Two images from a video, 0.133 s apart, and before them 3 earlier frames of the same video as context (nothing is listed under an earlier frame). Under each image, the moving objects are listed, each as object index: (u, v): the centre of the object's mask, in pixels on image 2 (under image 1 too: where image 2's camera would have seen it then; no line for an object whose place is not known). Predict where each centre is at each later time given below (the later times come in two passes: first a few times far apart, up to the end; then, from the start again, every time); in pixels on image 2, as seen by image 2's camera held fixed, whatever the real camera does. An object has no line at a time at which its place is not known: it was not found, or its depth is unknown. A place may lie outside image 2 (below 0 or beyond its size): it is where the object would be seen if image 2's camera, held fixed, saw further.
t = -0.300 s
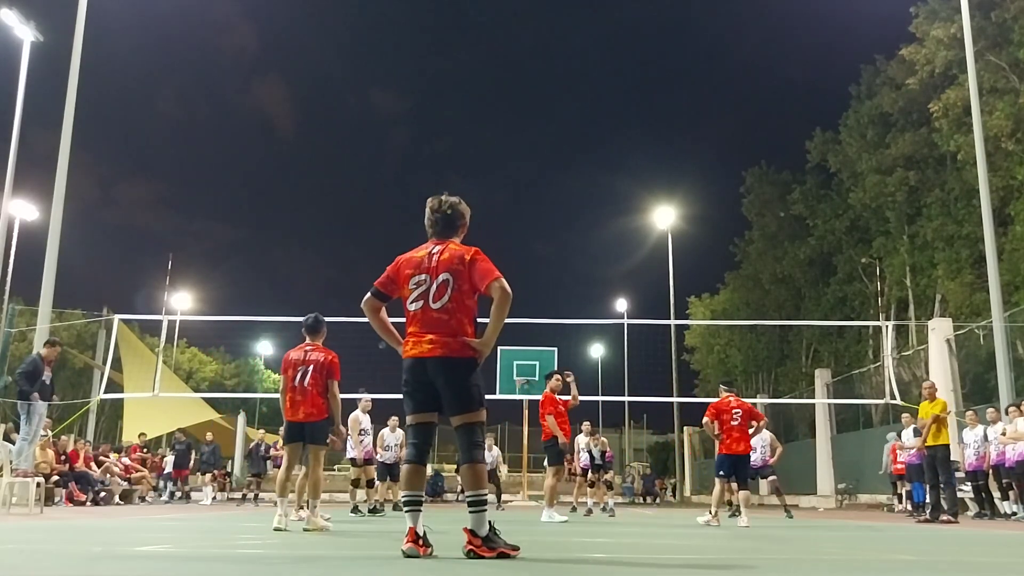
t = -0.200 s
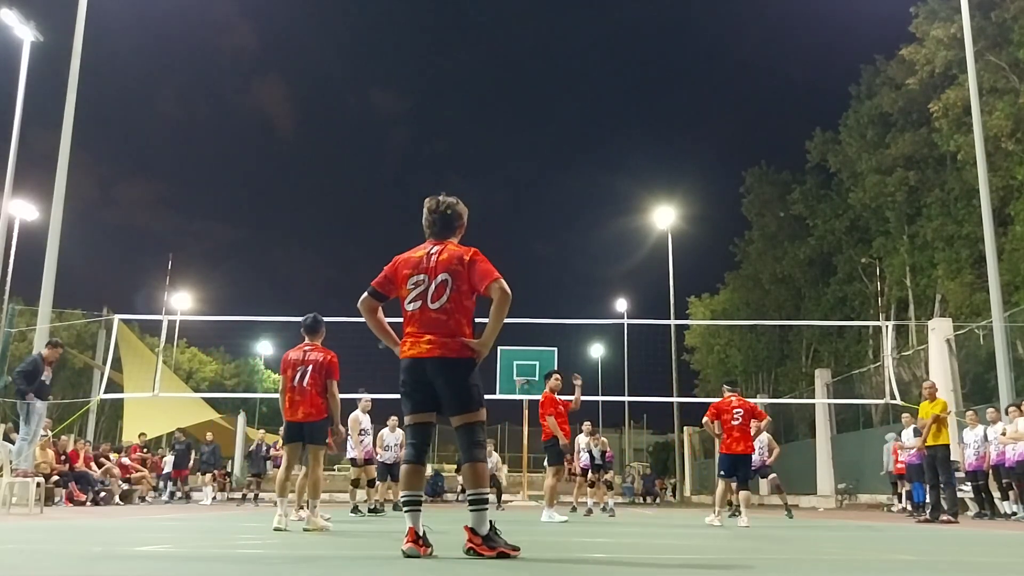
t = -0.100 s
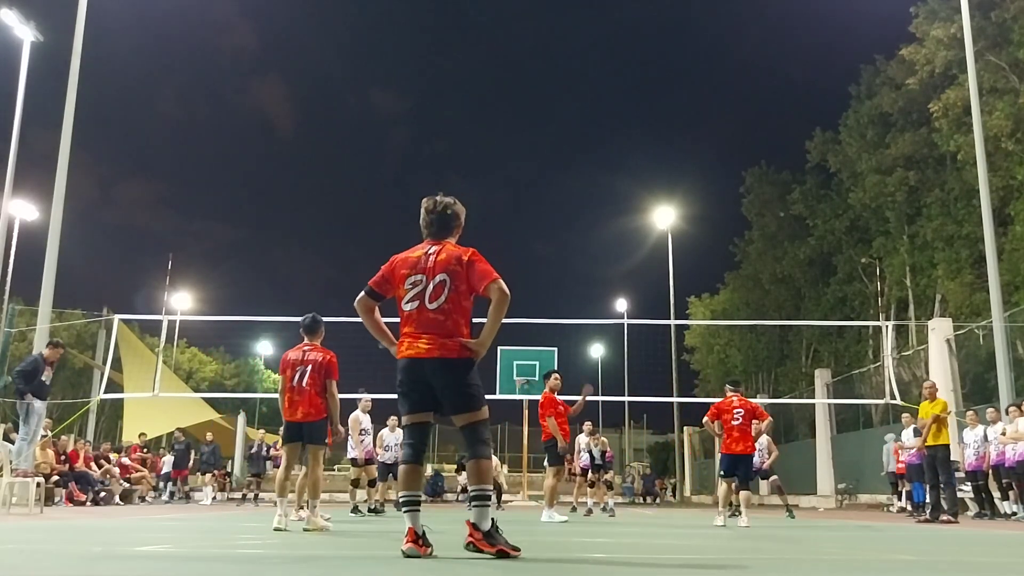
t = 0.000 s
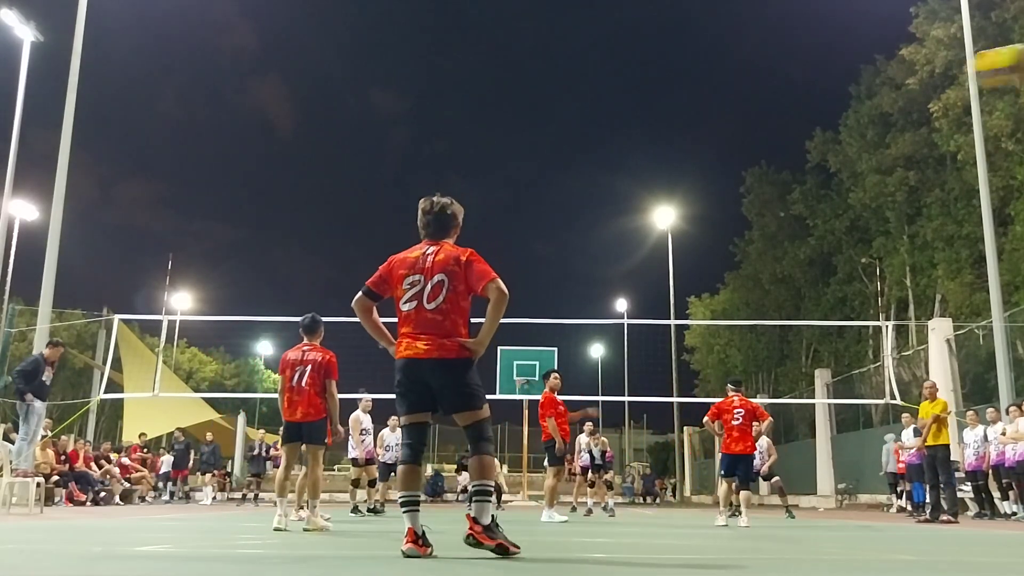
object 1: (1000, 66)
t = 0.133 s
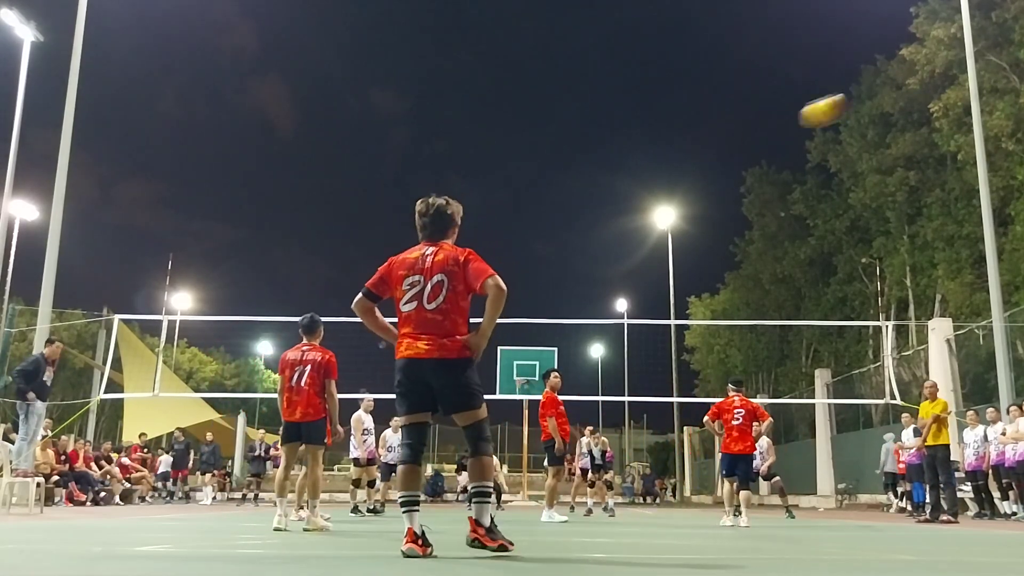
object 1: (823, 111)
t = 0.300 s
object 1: (698, 165)
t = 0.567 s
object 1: (585, 250)
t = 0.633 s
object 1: (566, 270)
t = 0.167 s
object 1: (793, 122)
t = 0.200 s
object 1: (765, 133)
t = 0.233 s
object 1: (740, 143)
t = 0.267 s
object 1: (718, 154)
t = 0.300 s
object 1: (698, 165)
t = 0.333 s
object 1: (679, 176)
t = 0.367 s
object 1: (662, 186)
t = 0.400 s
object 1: (645, 196)
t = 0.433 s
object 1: (632, 207)
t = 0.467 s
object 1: (618, 218)
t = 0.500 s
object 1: (607, 228)
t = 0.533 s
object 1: (596, 239)
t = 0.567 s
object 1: (585, 250)
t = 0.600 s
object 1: (575, 260)
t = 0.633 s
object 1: (566, 270)
